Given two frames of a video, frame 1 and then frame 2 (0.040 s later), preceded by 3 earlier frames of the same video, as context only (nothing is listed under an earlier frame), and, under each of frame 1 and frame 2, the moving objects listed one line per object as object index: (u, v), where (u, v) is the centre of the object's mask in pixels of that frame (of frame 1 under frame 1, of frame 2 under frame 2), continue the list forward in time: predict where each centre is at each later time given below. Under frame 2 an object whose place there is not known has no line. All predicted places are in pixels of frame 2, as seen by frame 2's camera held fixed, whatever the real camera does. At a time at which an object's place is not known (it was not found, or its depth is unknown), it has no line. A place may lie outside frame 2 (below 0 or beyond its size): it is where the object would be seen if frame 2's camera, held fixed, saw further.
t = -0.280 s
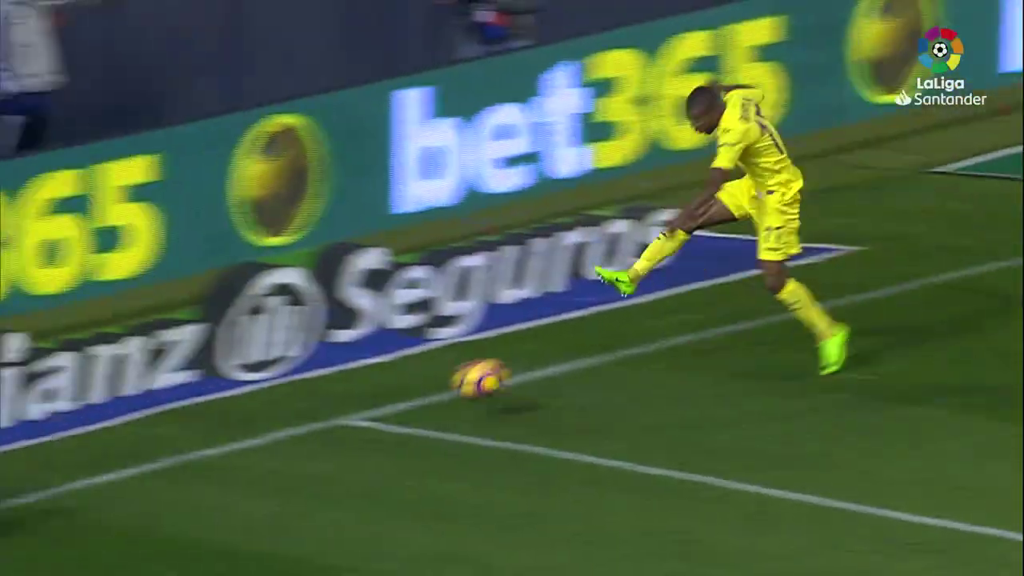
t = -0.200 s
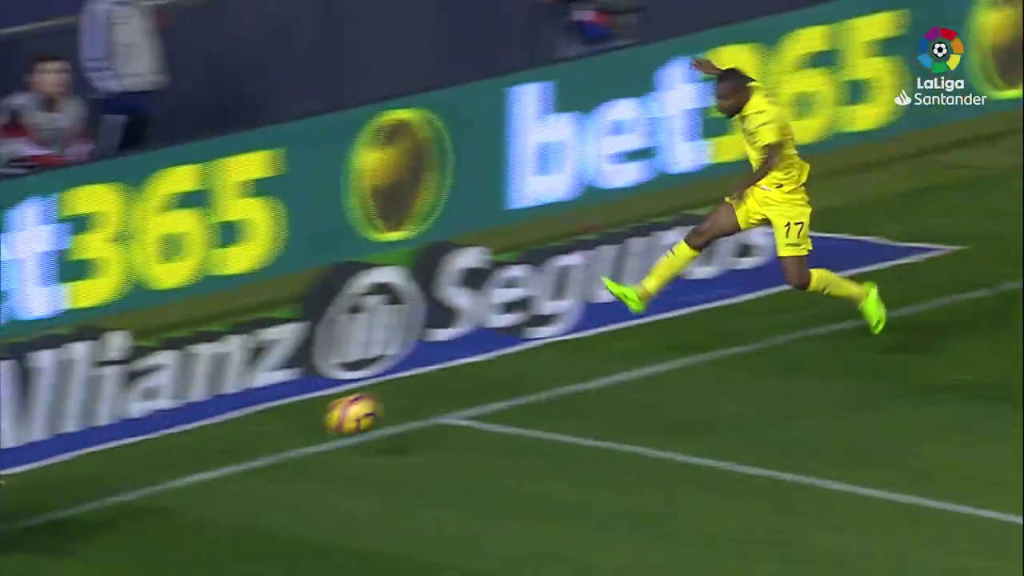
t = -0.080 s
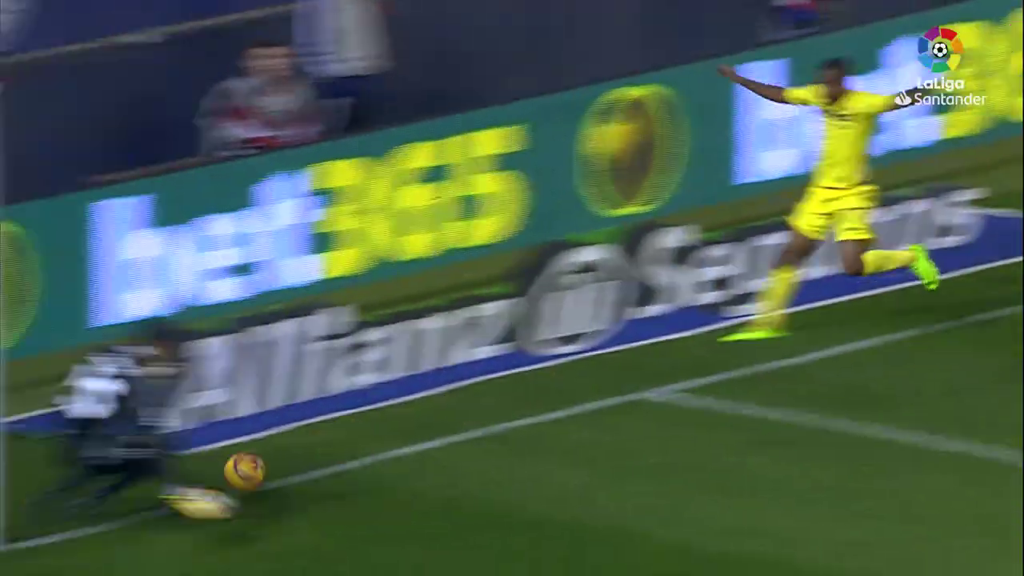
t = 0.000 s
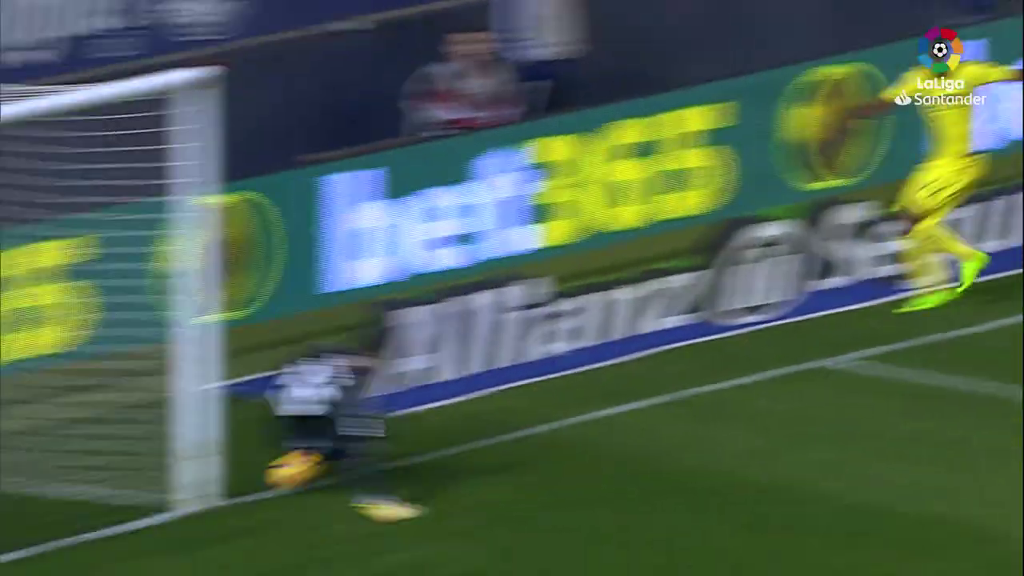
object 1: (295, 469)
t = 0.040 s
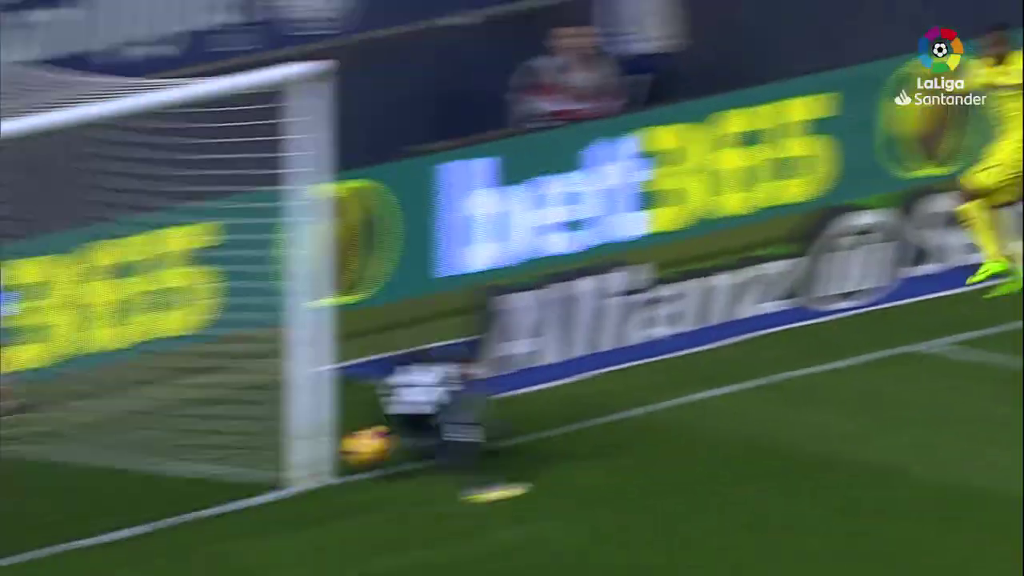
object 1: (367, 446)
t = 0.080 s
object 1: (336, 447)
